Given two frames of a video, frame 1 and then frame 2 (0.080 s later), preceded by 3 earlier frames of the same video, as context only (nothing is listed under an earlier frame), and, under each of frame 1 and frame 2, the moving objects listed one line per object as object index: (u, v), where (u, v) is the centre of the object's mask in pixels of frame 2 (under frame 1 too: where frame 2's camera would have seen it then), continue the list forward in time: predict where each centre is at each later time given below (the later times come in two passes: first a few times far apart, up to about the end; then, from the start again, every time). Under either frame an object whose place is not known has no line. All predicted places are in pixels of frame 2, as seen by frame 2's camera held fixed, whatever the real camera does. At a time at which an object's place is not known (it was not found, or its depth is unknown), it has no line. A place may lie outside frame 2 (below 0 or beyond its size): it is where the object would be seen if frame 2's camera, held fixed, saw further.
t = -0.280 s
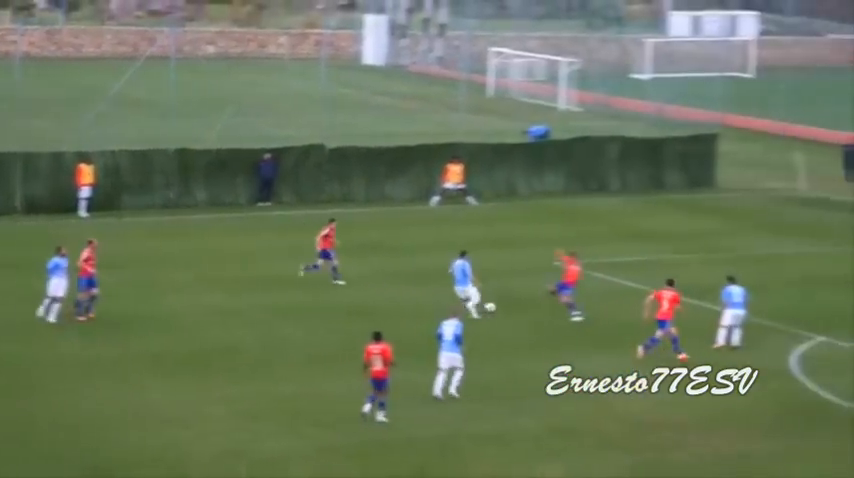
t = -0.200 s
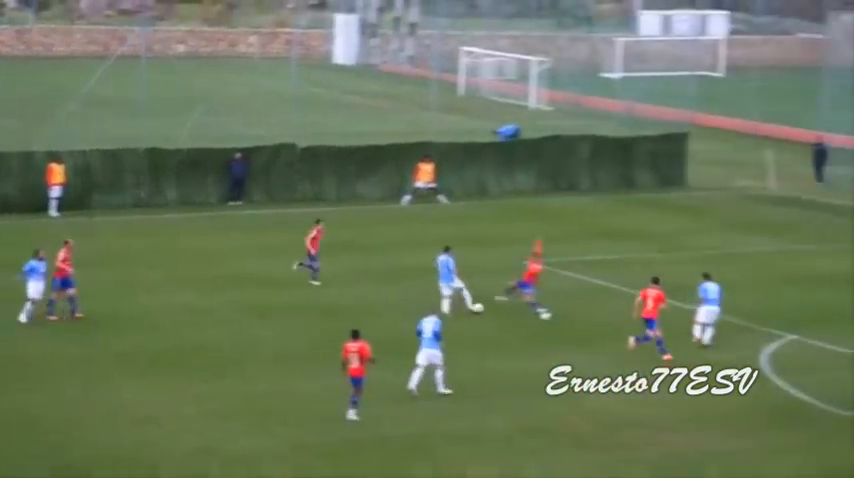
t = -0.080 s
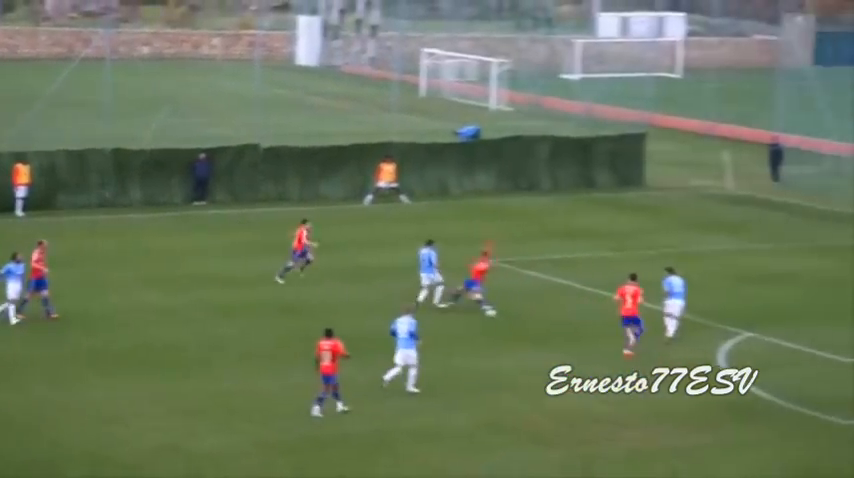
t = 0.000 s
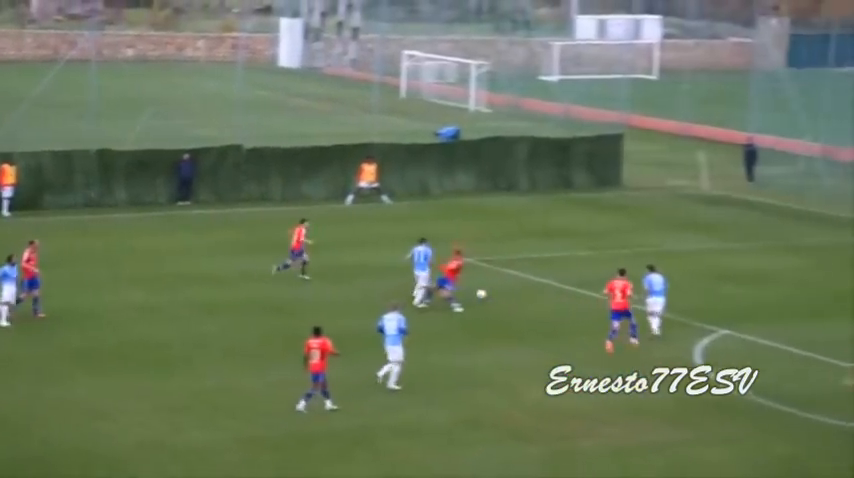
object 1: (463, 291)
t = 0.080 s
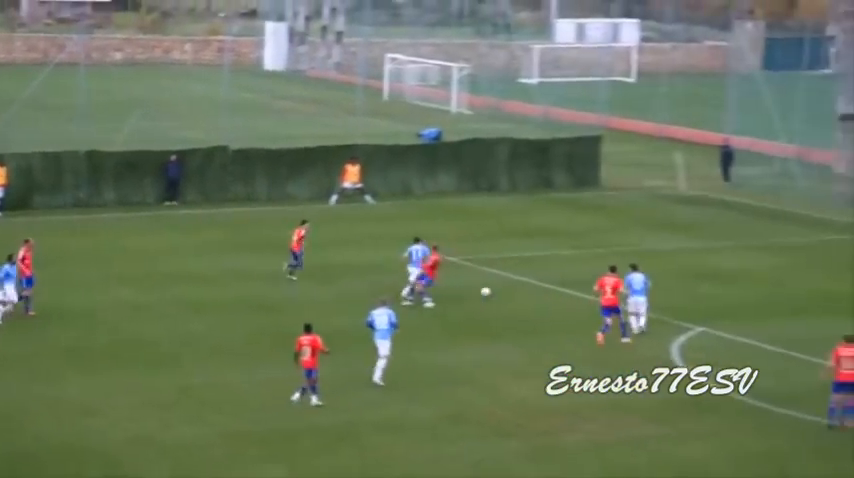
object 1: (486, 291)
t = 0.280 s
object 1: (536, 284)
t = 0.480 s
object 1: (583, 281)
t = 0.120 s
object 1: (496, 291)
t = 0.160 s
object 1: (507, 289)
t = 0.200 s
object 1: (516, 286)
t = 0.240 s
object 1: (526, 285)
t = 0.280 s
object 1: (536, 284)
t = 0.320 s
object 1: (546, 284)
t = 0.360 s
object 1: (556, 284)
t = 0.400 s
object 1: (566, 284)
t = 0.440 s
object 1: (574, 283)
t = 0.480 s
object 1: (583, 281)
